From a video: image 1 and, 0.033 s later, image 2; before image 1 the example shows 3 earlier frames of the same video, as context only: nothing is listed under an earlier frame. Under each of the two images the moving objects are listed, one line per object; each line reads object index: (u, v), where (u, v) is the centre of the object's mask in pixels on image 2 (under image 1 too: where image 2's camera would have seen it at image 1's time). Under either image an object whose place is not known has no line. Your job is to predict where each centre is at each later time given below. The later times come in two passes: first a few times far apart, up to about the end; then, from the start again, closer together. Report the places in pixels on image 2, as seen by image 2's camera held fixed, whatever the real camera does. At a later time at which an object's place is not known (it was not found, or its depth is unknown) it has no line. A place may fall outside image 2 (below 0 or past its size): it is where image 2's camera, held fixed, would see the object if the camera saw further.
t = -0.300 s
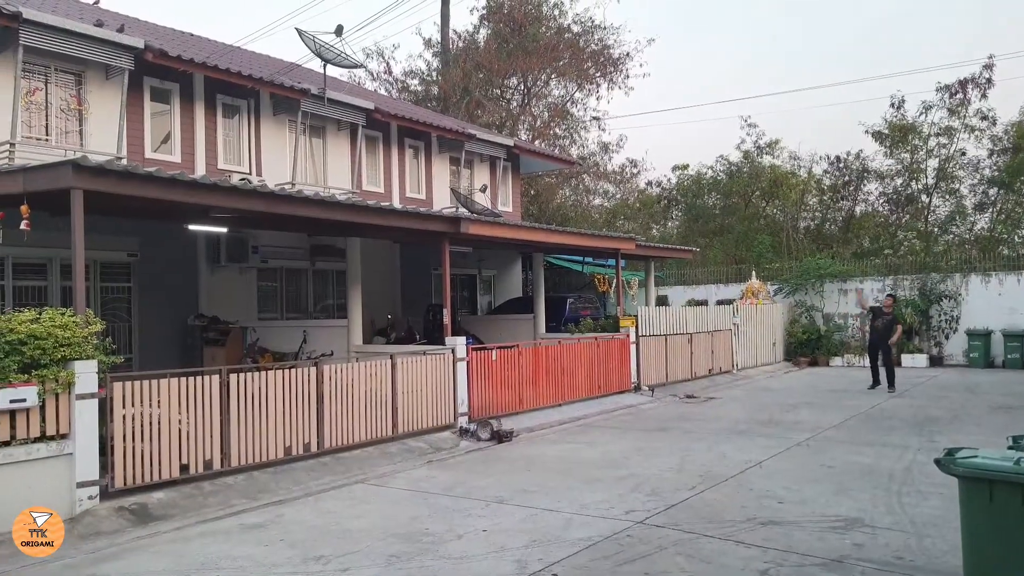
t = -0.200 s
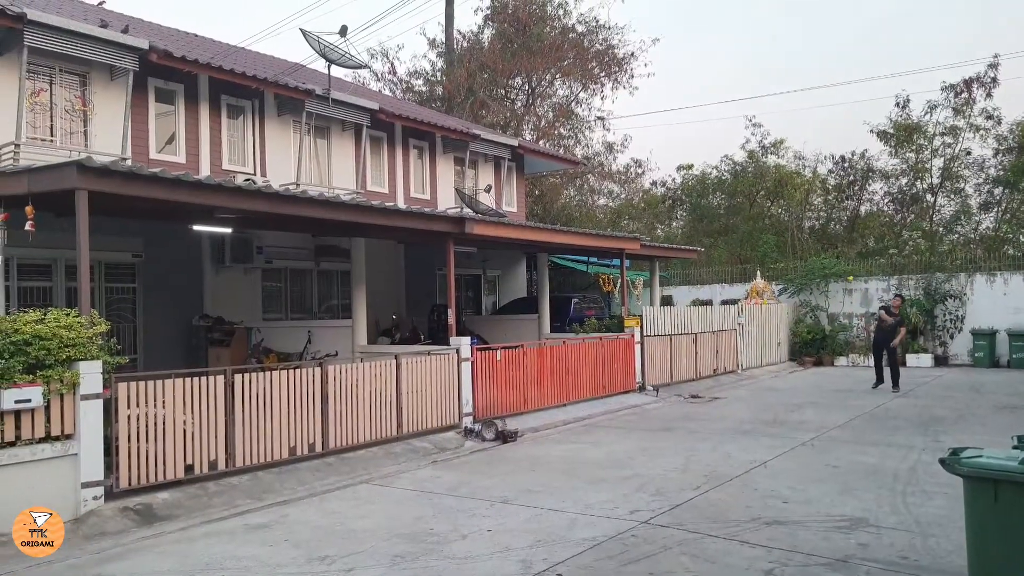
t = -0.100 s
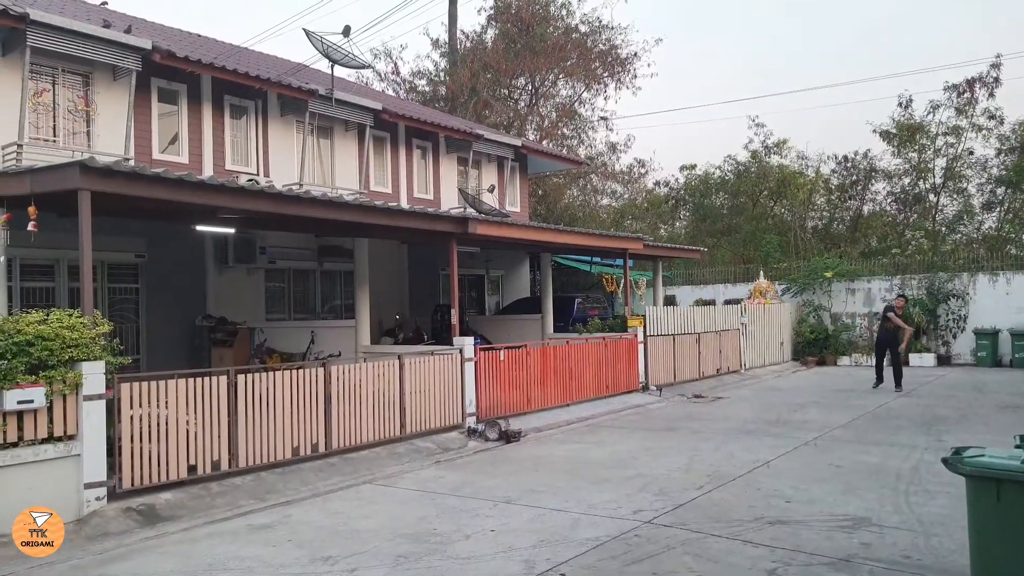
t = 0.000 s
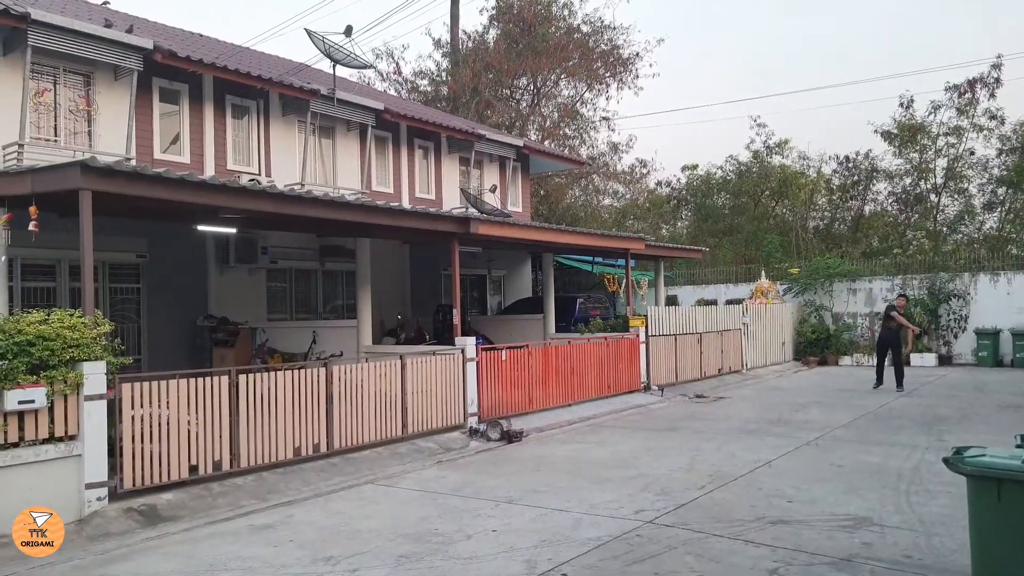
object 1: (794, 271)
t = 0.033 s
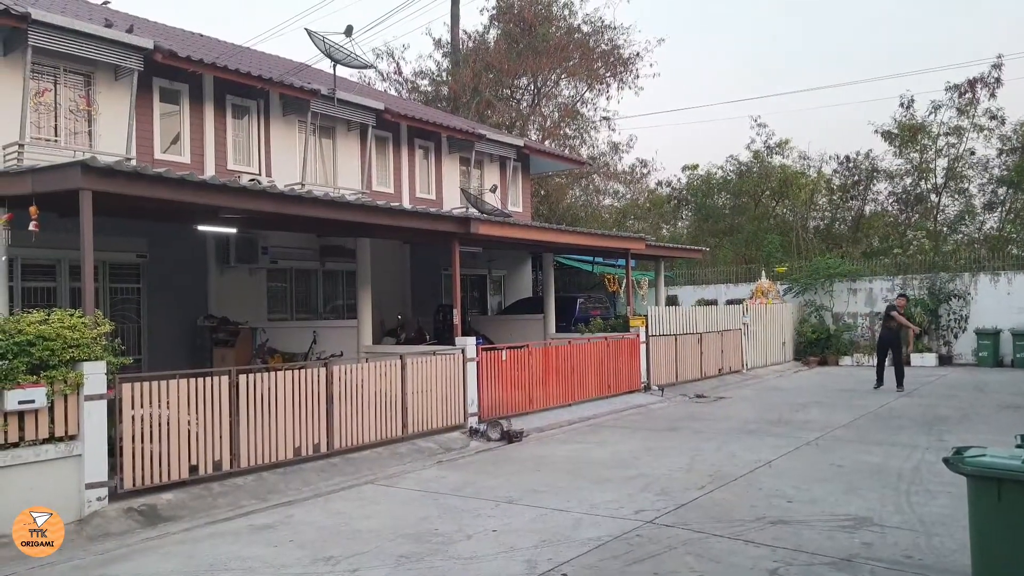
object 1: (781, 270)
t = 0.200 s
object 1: (701, 259)
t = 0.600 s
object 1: (517, 203)
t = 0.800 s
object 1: (443, 194)
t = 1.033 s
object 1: (359, 232)
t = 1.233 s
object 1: (279, 336)
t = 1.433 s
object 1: (193, 549)
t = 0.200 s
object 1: (701, 259)
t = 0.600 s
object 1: (517, 203)
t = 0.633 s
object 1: (504, 200)
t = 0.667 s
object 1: (491, 197)
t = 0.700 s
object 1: (479, 195)
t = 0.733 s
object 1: (467, 194)
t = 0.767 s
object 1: (456, 193)
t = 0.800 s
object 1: (443, 194)
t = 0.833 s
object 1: (433, 195)
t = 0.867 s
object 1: (421, 197)
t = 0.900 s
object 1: (410, 201)
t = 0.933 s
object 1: (396, 206)
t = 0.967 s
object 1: (383, 214)
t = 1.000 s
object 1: (371, 222)
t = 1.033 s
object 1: (359, 232)
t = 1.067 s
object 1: (348, 243)
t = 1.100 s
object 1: (335, 257)
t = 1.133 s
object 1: (322, 273)
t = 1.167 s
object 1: (308, 291)
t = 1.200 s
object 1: (294, 312)
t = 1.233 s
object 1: (279, 336)
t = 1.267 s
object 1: (264, 363)
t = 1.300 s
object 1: (251, 392)
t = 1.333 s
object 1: (237, 425)
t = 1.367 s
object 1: (223, 463)
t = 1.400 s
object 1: (208, 504)
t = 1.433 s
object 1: (193, 549)
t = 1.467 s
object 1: (186, 572)
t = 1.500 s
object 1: (186, 569)
